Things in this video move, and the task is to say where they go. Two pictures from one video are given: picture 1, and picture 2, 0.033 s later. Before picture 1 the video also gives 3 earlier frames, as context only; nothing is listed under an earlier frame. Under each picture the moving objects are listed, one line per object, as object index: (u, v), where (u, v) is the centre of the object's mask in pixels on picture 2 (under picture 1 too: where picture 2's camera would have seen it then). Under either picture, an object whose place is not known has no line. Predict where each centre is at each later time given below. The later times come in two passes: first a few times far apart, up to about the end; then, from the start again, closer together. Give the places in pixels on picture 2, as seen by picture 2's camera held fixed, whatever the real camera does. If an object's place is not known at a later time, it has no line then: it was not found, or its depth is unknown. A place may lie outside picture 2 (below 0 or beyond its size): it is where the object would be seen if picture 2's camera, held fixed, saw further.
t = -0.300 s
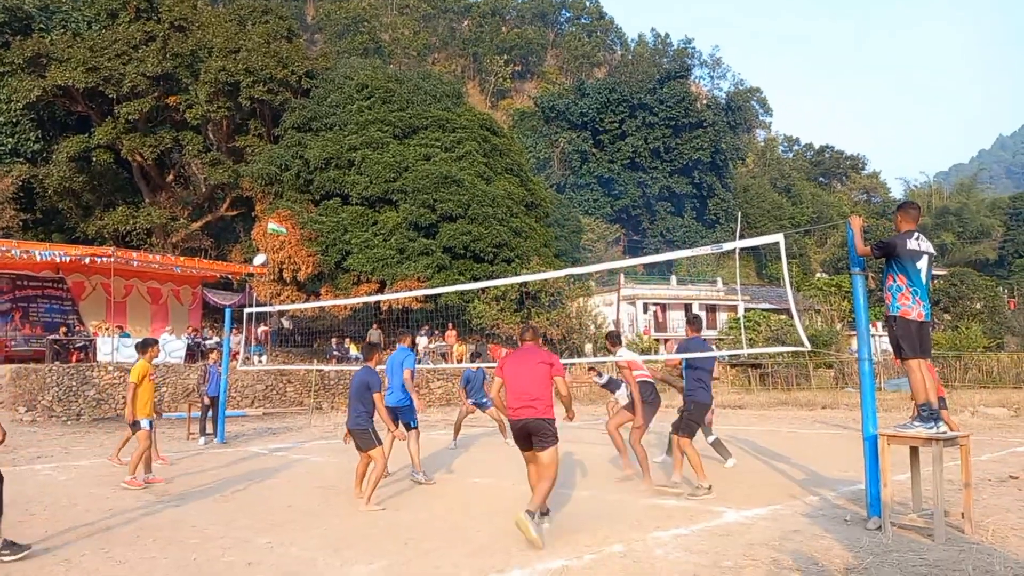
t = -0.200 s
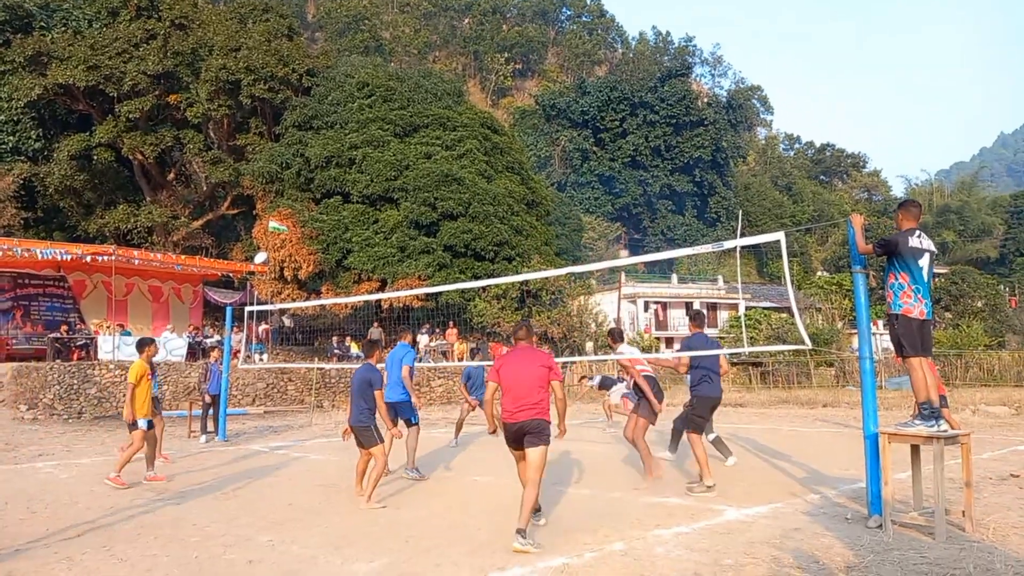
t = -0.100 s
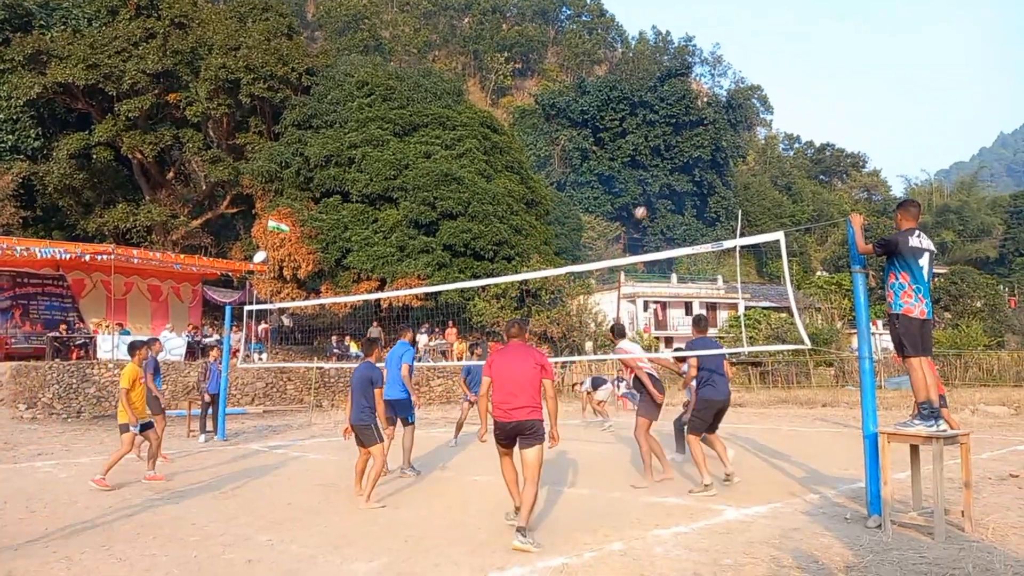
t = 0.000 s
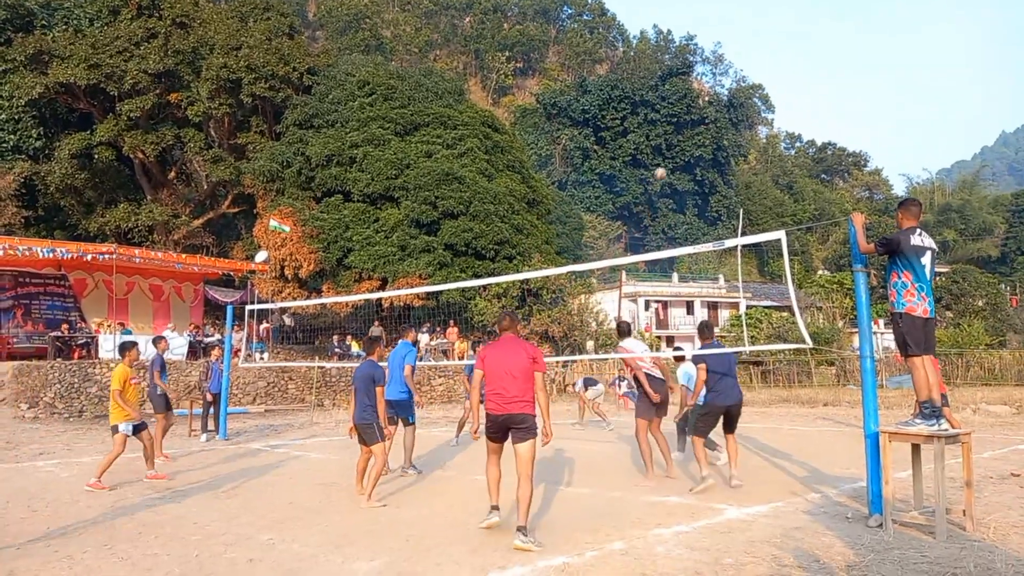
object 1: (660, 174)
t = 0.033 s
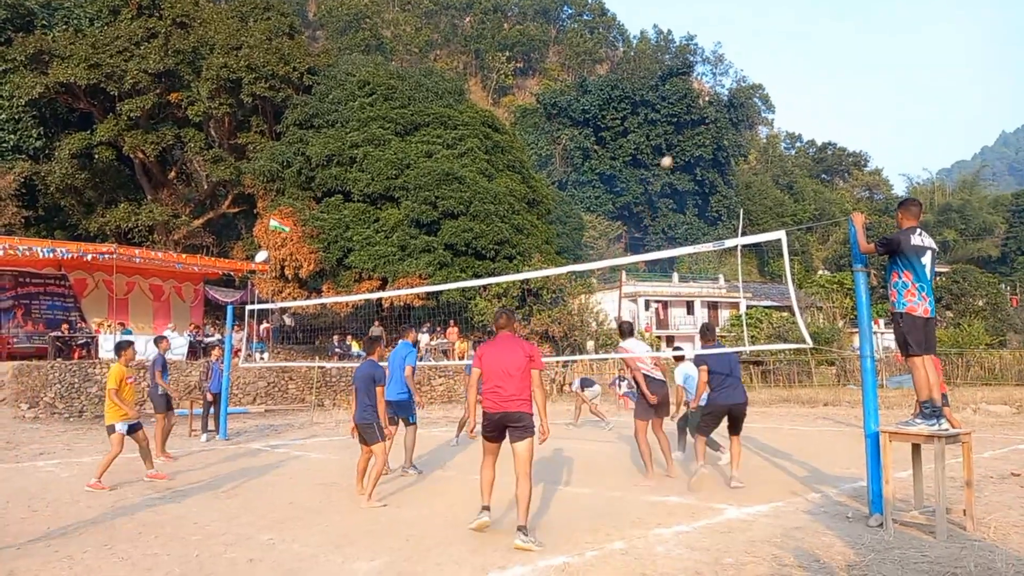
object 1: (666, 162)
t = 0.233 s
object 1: (708, 100)
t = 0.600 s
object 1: (809, 37)
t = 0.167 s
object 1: (694, 120)
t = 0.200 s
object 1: (702, 110)
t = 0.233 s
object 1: (708, 100)
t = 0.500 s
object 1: (779, 47)
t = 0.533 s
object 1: (790, 42)
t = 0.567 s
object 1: (800, 39)
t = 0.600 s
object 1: (809, 37)
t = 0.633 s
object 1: (822, 35)
